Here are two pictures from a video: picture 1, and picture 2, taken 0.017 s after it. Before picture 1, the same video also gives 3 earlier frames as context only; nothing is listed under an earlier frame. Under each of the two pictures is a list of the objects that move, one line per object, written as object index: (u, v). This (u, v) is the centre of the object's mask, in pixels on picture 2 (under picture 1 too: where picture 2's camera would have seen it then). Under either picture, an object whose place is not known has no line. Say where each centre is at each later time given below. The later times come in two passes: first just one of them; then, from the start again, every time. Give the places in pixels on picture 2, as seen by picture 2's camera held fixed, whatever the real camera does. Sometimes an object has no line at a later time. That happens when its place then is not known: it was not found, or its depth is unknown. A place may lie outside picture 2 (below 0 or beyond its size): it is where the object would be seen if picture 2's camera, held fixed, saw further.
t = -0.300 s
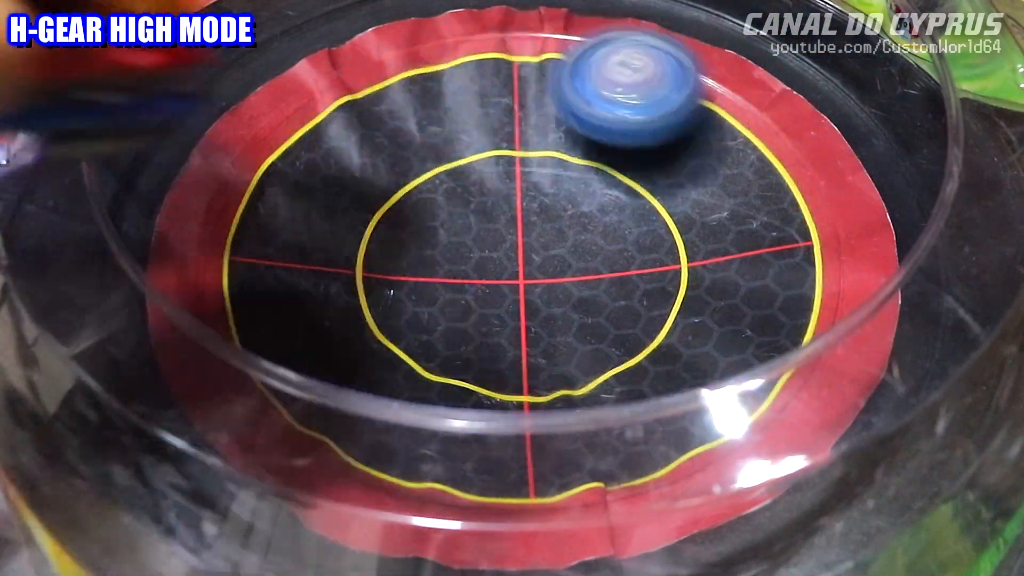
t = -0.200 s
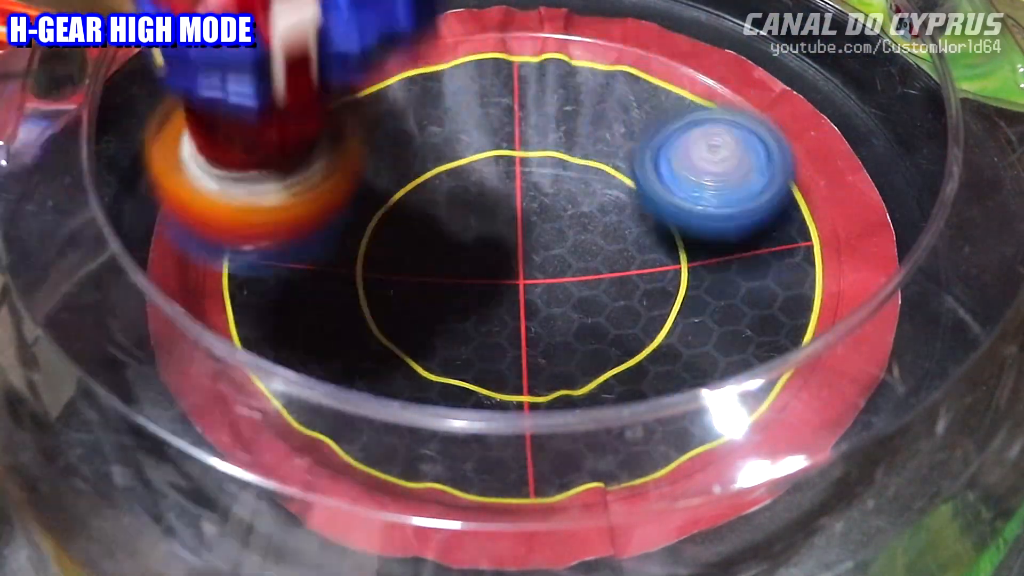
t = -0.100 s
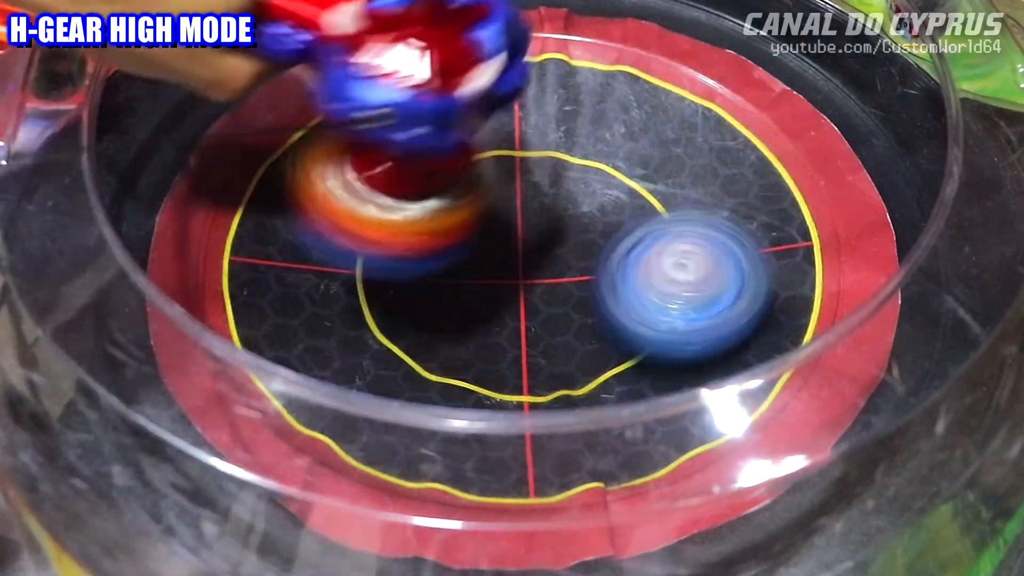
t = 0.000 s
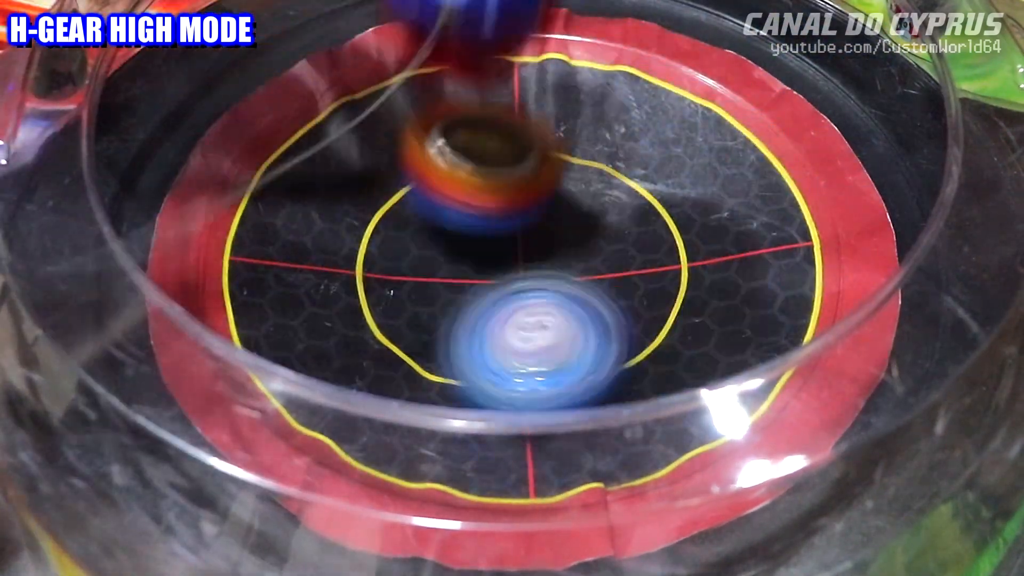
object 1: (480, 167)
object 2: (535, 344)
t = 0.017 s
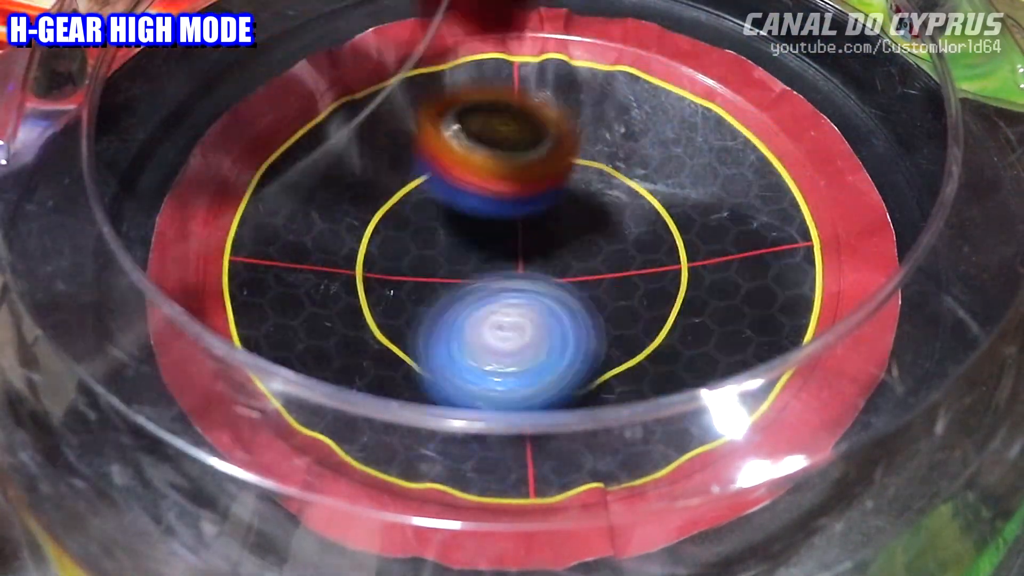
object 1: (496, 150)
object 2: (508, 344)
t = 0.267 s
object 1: (584, 150)
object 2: (376, 139)
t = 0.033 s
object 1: (511, 140)
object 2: (480, 341)
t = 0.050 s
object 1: (525, 136)
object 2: (451, 335)
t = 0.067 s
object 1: (540, 137)
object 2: (426, 328)
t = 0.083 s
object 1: (555, 145)
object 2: (405, 317)
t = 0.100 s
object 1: (564, 146)
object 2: (384, 302)
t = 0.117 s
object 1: (571, 133)
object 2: (369, 287)
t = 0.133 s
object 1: (576, 127)
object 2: (356, 269)
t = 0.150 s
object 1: (583, 126)
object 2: (347, 252)
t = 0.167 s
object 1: (589, 129)
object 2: (343, 235)
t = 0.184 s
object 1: (593, 134)
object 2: (341, 215)
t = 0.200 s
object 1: (593, 132)
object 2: (342, 200)
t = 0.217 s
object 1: (593, 133)
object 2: (348, 183)
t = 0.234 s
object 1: (592, 139)
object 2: (355, 168)
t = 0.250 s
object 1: (590, 146)
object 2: (364, 153)
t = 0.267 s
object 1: (584, 150)
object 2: (376, 139)
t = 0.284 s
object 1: (578, 159)
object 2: (389, 128)
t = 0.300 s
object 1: (569, 169)
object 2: (406, 116)
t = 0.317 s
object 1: (560, 178)
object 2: (422, 105)
